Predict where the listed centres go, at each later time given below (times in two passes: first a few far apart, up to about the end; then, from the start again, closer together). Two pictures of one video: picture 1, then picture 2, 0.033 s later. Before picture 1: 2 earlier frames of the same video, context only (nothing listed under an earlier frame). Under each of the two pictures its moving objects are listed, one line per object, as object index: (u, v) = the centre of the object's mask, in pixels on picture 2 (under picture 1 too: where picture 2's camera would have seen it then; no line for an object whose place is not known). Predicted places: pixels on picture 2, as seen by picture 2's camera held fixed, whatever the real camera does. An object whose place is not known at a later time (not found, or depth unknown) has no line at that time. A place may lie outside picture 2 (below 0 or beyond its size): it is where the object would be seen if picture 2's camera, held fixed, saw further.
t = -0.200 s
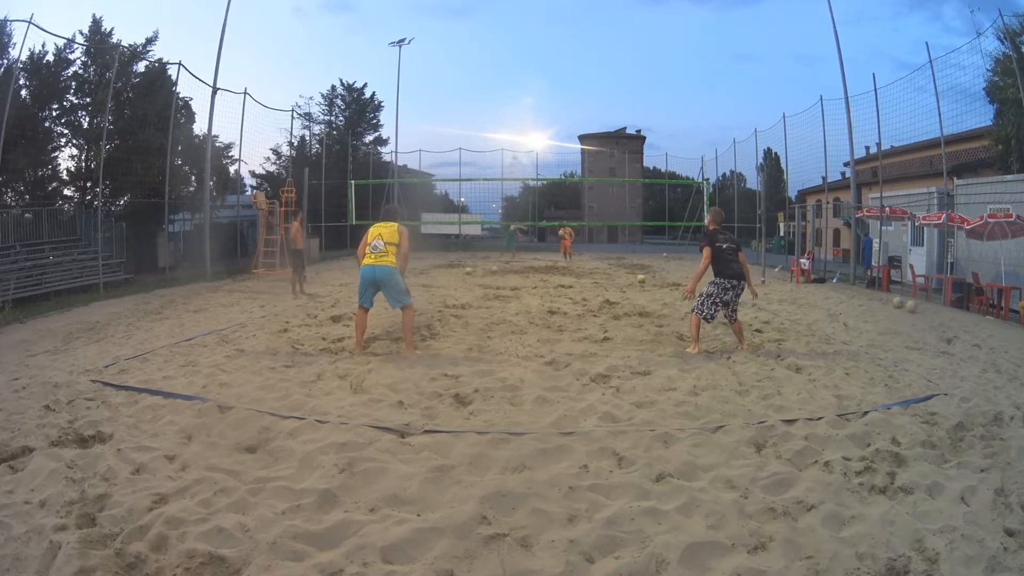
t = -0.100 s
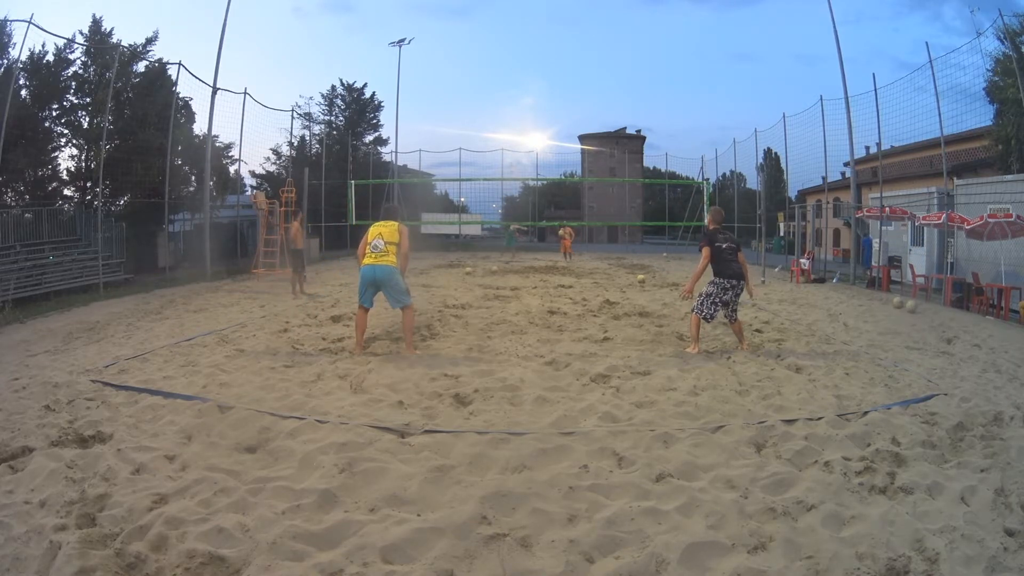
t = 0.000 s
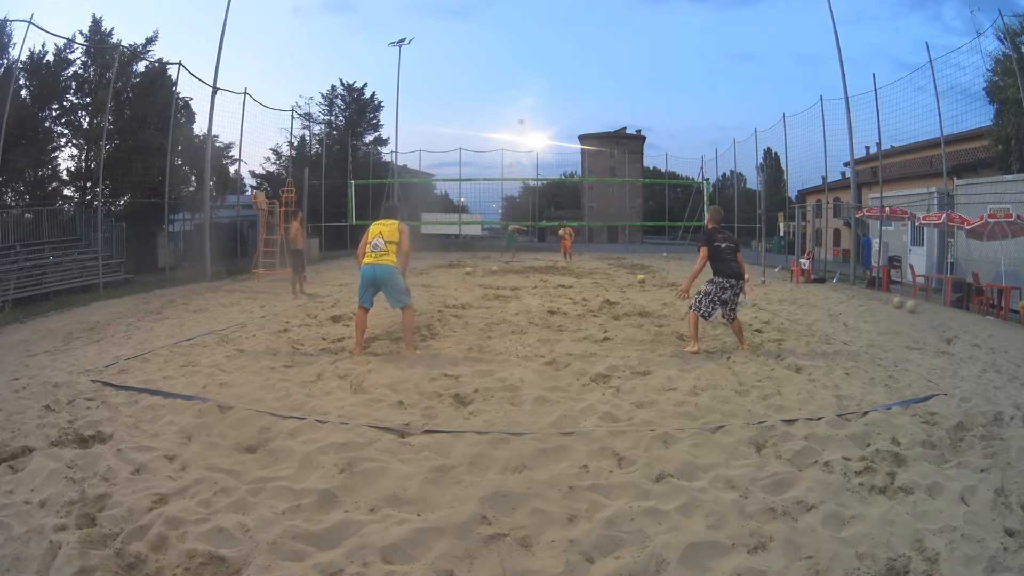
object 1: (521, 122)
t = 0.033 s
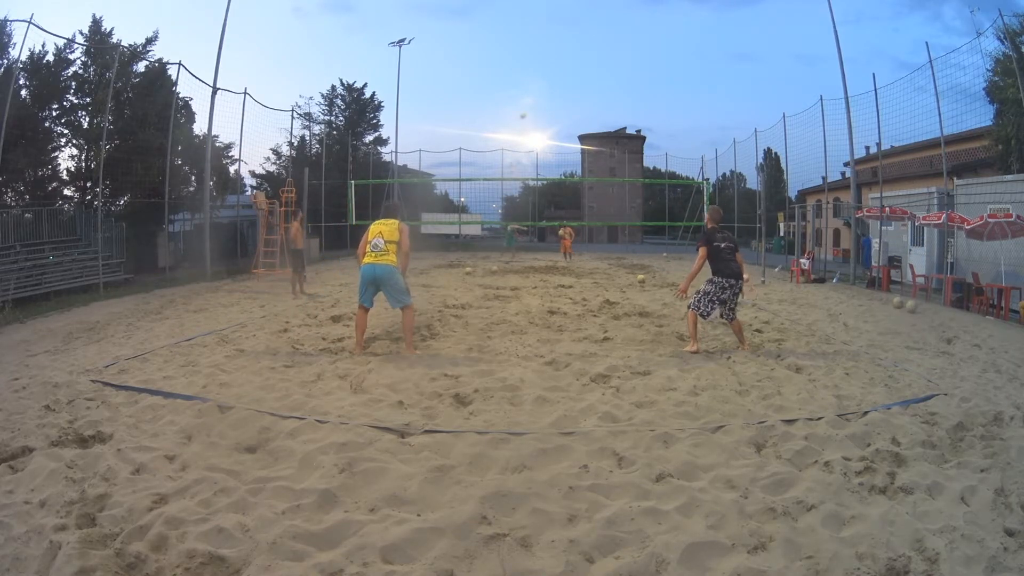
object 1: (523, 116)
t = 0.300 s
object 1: (534, 80)
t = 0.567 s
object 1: (552, 62)
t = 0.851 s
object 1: (582, 75)
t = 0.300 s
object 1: (534, 80)
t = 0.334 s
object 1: (536, 76)
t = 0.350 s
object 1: (537, 75)
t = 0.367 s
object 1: (538, 73)
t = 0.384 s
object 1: (540, 72)
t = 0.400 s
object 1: (540, 71)
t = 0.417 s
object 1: (541, 69)
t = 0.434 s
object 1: (542, 68)
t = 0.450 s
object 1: (544, 67)
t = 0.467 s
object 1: (545, 66)
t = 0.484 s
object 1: (546, 65)
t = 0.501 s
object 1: (547, 64)
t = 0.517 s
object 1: (548, 64)
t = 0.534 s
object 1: (549, 63)
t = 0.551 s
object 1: (551, 63)
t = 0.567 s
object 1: (552, 62)
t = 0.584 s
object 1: (554, 62)
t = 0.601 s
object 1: (555, 62)
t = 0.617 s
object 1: (556, 62)
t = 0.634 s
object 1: (558, 62)
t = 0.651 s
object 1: (559, 62)
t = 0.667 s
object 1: (561, 62)
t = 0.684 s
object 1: (562, 62)
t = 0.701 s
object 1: (564, 63)
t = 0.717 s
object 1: (566, 64)
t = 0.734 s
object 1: (568, 64)
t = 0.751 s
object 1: (570, 65)
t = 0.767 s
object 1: (572, 66)
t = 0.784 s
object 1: (574, 68)
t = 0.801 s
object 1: (576, 69)
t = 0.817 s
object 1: (578, 71)
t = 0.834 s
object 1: (580, 72)
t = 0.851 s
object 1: (582, 75)
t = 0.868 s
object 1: (584, 77)
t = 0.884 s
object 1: (587, 79)
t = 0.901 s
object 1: (589, 82)
